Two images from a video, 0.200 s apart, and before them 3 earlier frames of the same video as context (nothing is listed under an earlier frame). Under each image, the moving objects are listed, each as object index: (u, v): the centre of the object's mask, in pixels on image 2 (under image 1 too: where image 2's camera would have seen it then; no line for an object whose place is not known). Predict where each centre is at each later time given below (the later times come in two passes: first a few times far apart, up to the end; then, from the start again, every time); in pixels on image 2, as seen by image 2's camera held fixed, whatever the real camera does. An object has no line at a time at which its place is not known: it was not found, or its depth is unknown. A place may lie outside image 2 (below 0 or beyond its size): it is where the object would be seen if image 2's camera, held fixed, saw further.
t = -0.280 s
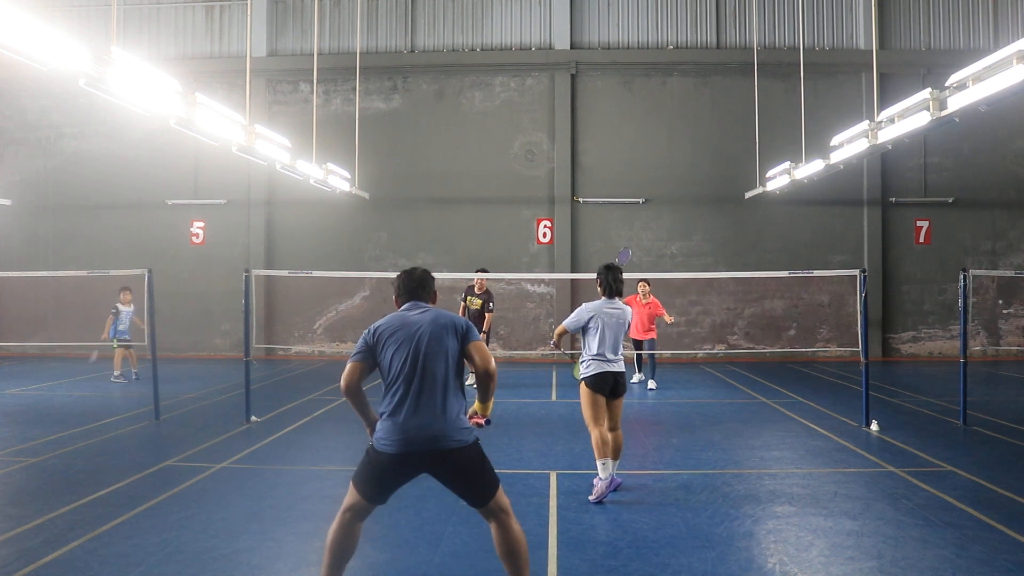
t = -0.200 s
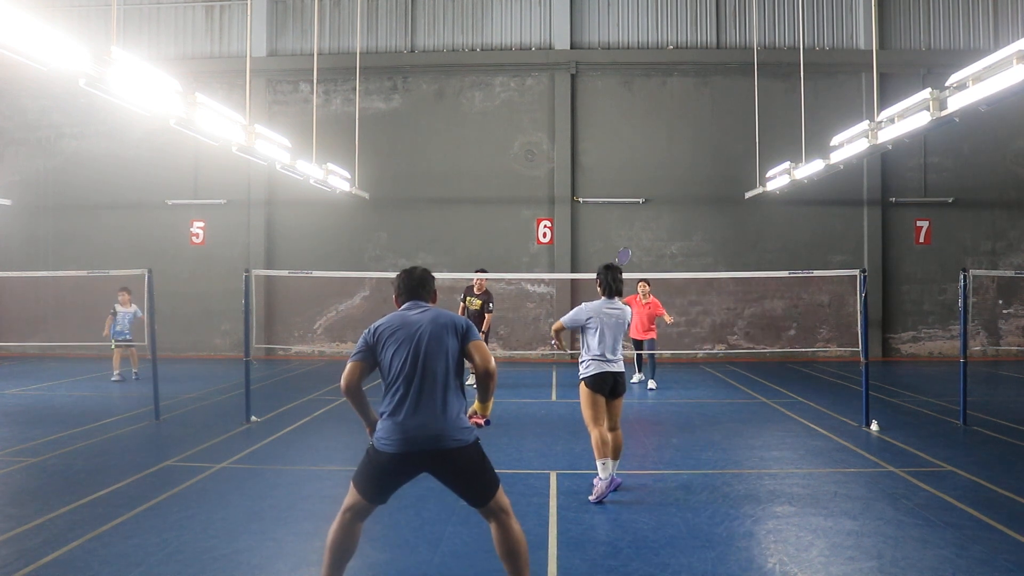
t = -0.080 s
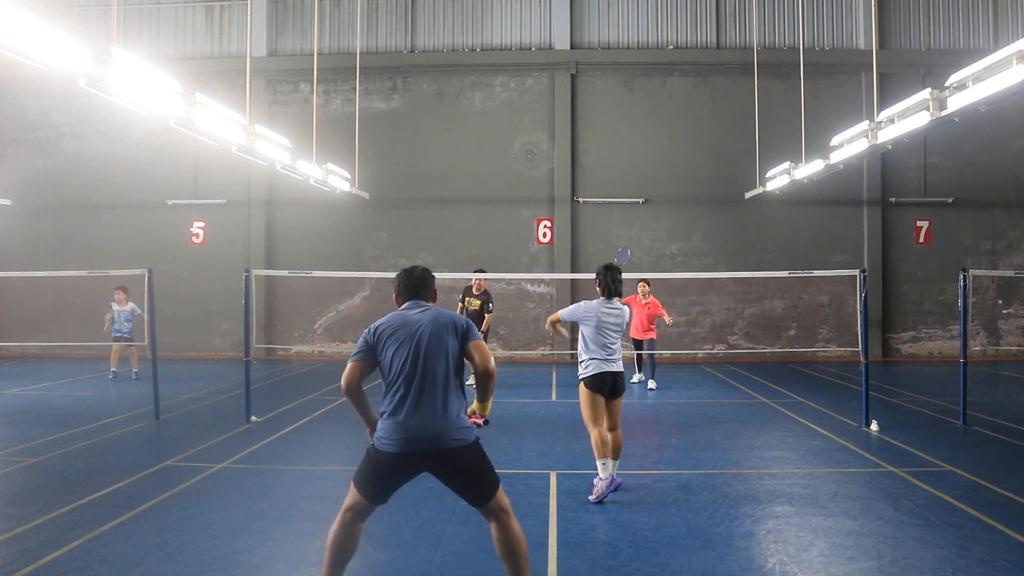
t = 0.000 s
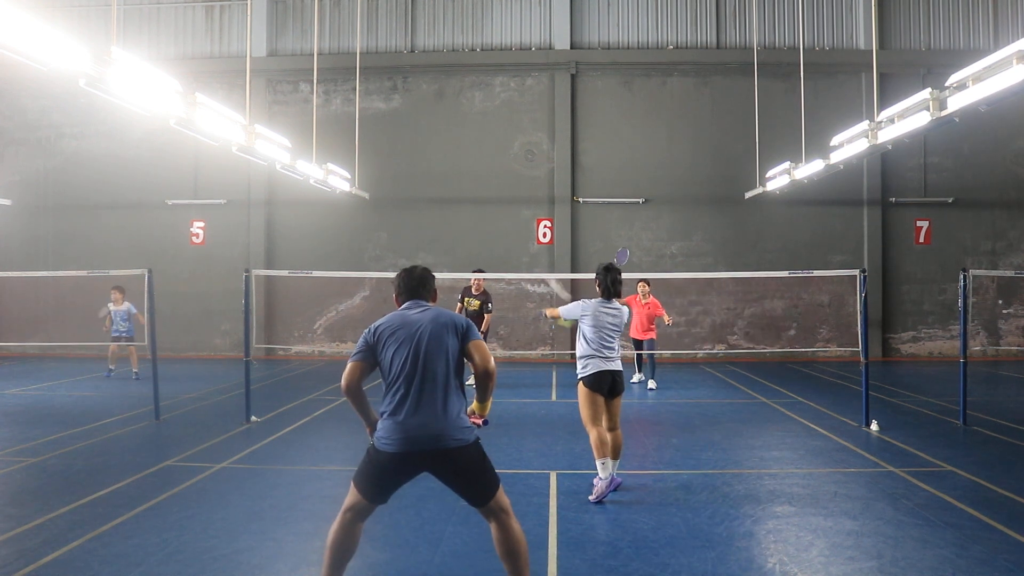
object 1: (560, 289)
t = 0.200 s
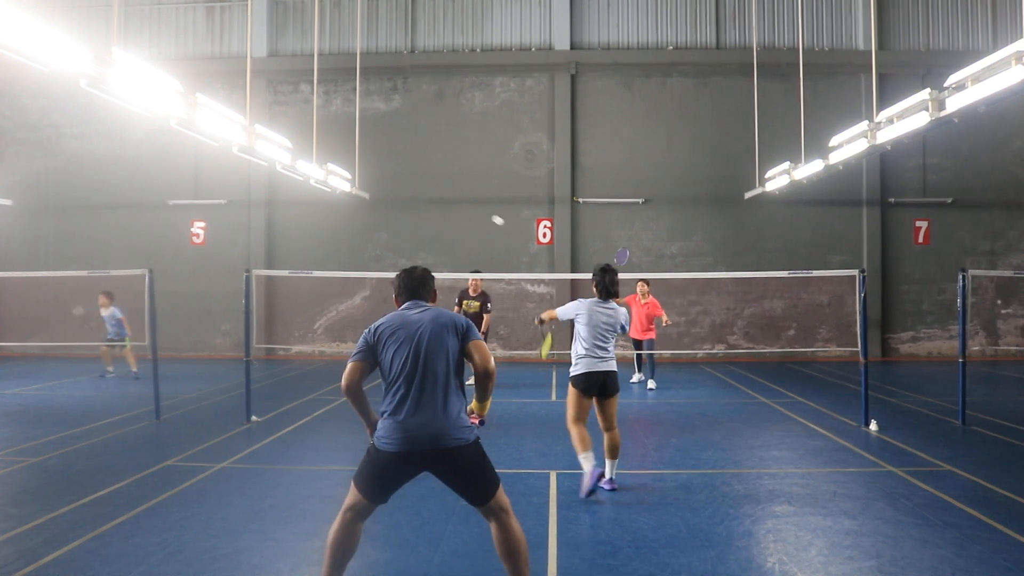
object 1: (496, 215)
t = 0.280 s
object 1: (484, 207)
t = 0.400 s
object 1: (467, 206)
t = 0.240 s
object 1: (490, 210)
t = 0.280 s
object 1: (484, 207)
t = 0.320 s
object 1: (477, 205)
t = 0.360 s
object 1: (472, 205)
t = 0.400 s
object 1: (467, 206)
